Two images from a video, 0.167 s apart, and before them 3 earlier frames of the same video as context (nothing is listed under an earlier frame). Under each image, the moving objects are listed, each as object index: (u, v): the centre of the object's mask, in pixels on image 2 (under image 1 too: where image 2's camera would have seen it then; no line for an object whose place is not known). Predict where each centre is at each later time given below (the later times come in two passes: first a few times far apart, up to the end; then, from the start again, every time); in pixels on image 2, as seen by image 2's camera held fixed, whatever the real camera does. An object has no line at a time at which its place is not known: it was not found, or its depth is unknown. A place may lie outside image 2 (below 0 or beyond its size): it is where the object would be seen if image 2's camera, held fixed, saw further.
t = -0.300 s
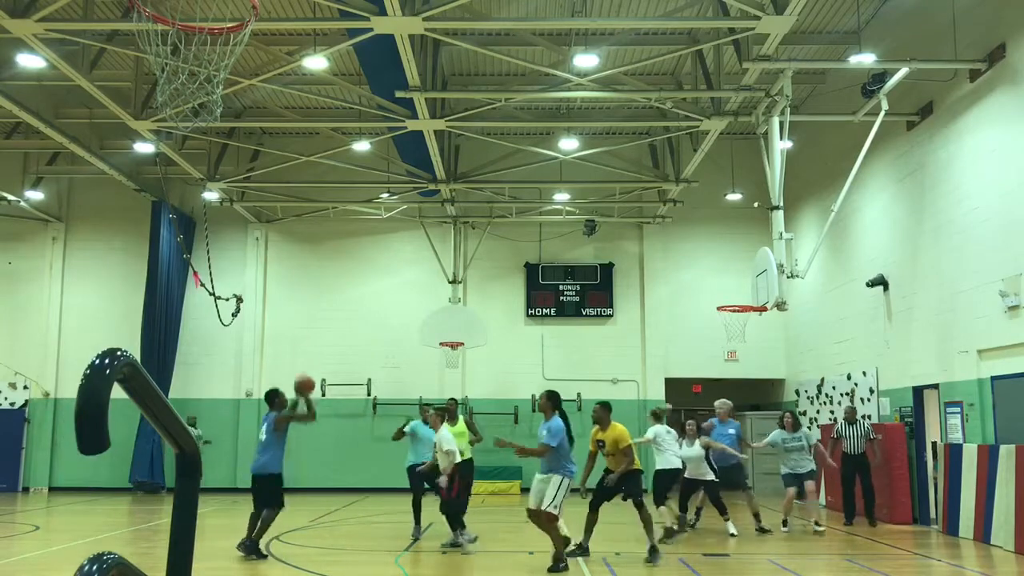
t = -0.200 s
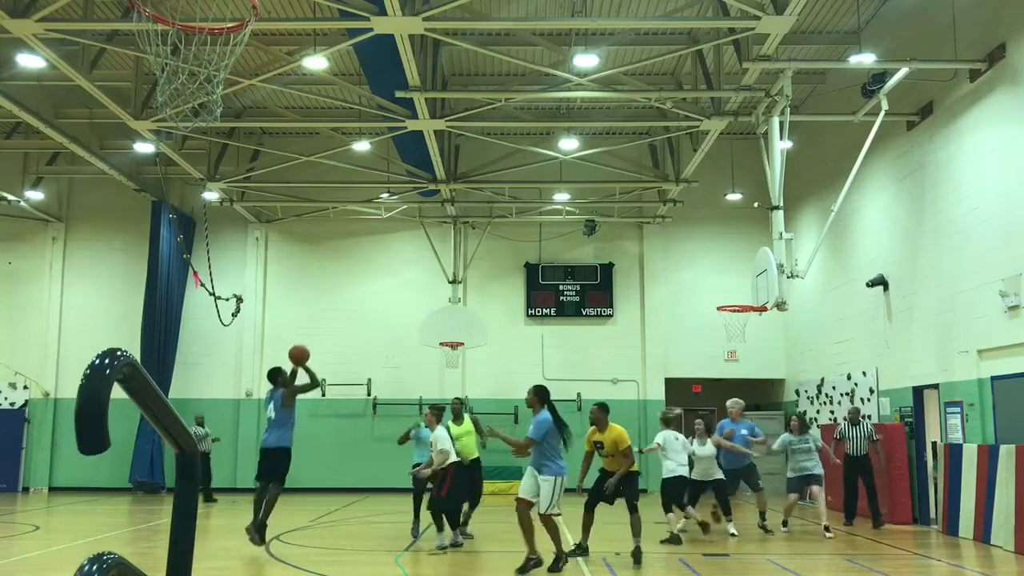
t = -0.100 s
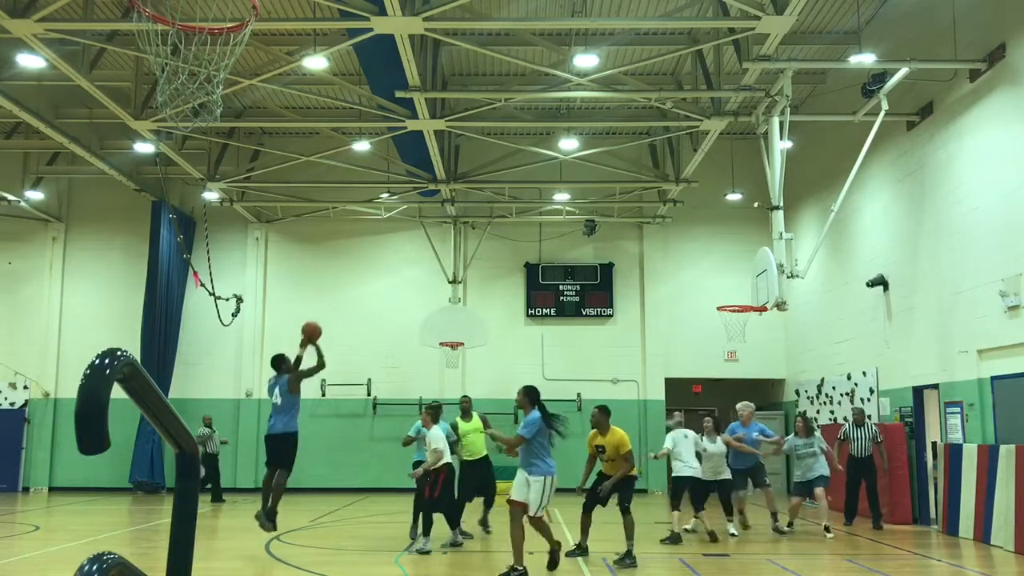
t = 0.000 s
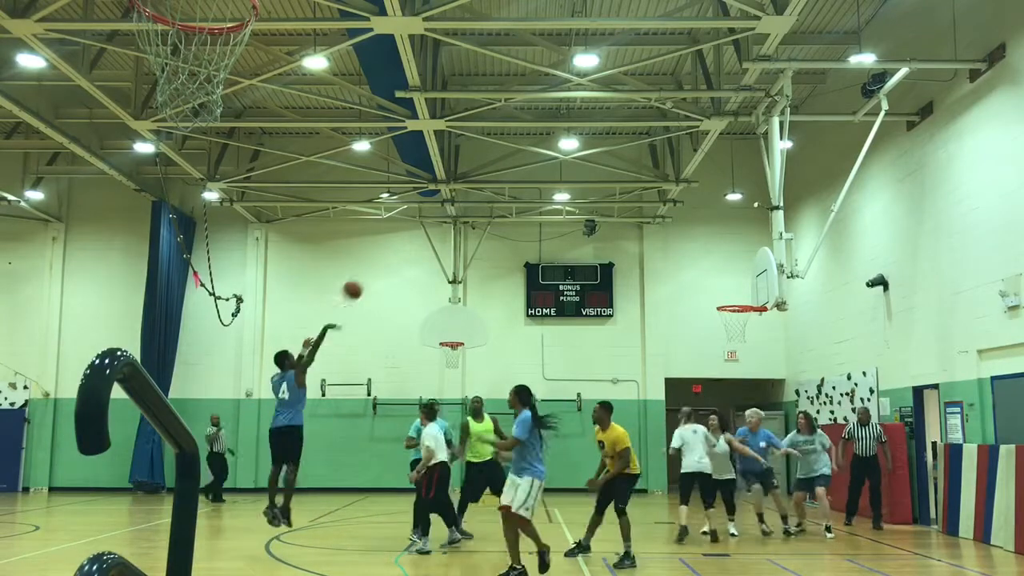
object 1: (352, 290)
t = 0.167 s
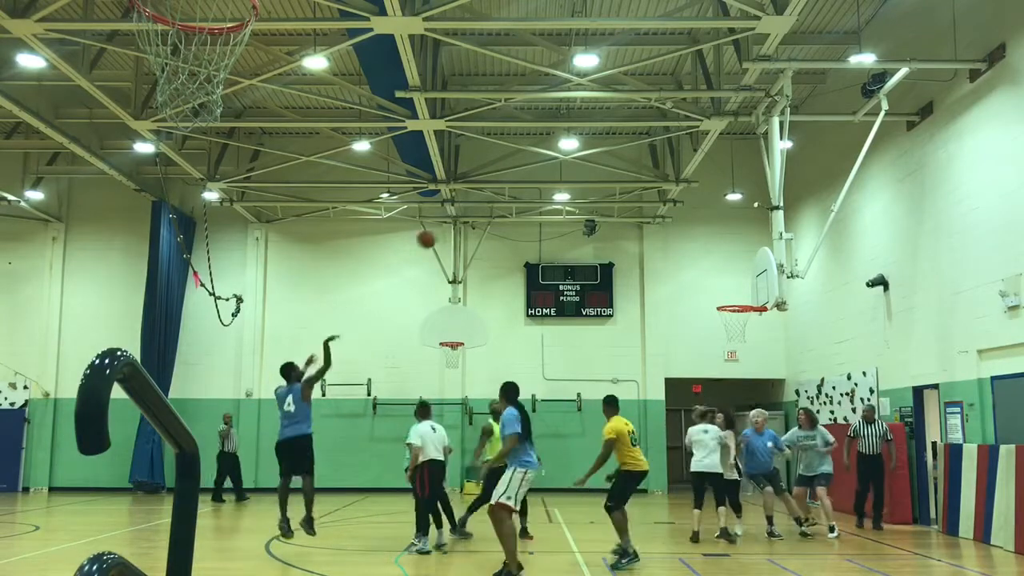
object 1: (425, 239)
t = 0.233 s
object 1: (454, 225)
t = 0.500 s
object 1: (557, 209)
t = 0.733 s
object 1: (639, 233)
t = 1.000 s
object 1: (728, 304)
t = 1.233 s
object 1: (765, 347)
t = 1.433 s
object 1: (788, 399)
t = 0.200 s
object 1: (440, 232)
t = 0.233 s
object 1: (454, 225)
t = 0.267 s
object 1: (467, 221)
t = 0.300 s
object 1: (479, 215)
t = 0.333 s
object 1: (495, 212)
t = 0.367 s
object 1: (507, 209)
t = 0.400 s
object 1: (520, 207)
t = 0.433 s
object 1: (532, 206)
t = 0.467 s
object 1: (544, 206)
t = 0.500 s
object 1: (557, 209)
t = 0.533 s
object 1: (569, 209)
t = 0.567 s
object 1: (581, 212)
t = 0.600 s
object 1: (593, 213)
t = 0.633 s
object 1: (604, 216)
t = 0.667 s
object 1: (617, 221)
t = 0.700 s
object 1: (628, 227)
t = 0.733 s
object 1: (639, 233)
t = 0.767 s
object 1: (650, 239)
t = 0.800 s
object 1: (662, 246)
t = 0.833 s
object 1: (673, 254)
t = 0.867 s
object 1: (683, 263)
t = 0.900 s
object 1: (695, 272)
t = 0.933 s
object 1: (706, 283)
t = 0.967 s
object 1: (717, 293)
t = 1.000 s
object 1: (728, 304)
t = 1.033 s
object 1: (738, 318)
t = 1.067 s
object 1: (746, 325)
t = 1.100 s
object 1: (750, 328)
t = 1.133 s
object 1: (754, 331)
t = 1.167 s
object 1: (757, 336)
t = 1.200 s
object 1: (761, 341)
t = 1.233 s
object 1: (765, 347)
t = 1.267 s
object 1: (769, 354)
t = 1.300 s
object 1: (773, 361)
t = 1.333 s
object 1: (777, 369)
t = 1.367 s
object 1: (781, 378)
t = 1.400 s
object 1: (786, 388)
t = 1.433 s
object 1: (788, 399)
